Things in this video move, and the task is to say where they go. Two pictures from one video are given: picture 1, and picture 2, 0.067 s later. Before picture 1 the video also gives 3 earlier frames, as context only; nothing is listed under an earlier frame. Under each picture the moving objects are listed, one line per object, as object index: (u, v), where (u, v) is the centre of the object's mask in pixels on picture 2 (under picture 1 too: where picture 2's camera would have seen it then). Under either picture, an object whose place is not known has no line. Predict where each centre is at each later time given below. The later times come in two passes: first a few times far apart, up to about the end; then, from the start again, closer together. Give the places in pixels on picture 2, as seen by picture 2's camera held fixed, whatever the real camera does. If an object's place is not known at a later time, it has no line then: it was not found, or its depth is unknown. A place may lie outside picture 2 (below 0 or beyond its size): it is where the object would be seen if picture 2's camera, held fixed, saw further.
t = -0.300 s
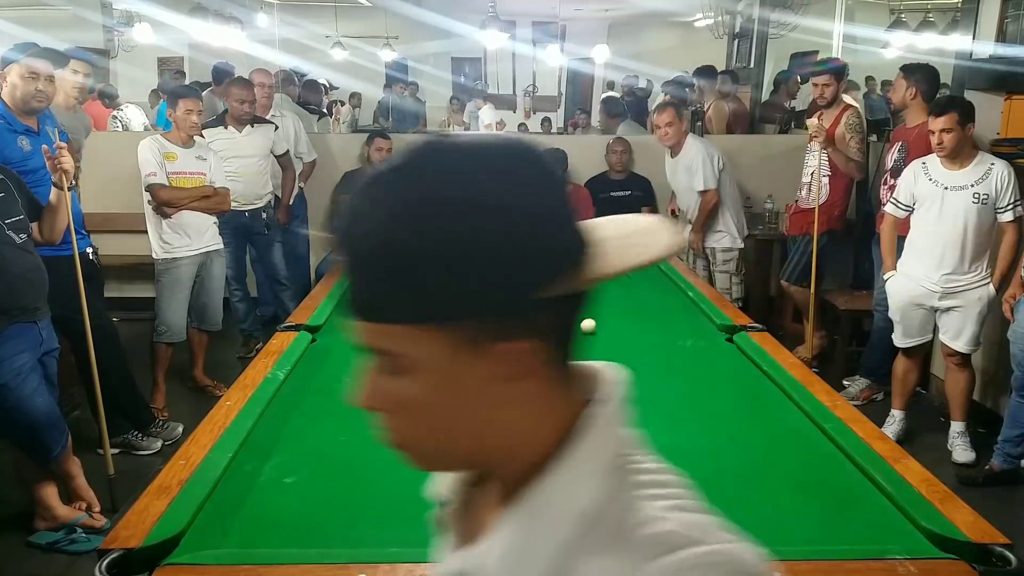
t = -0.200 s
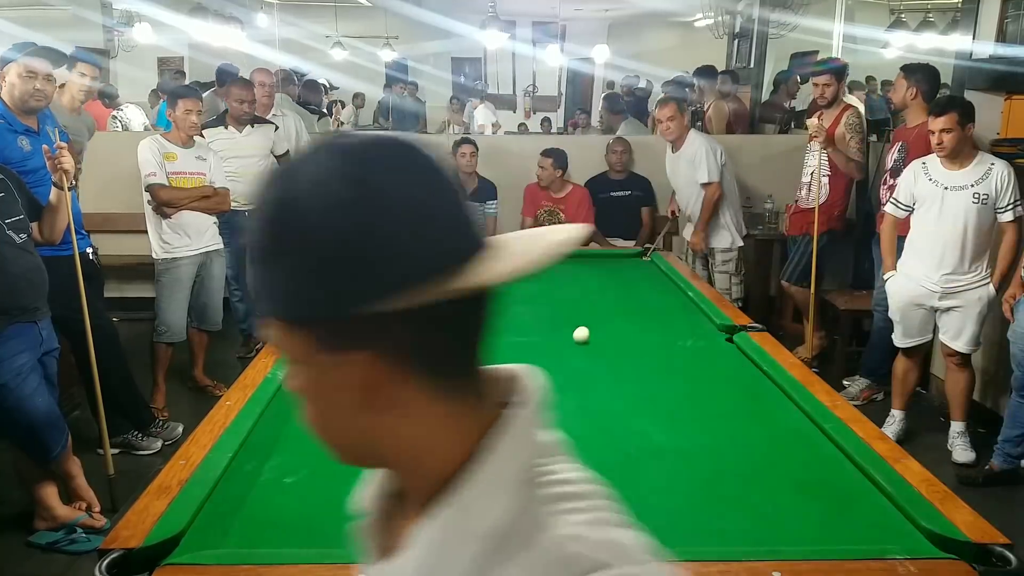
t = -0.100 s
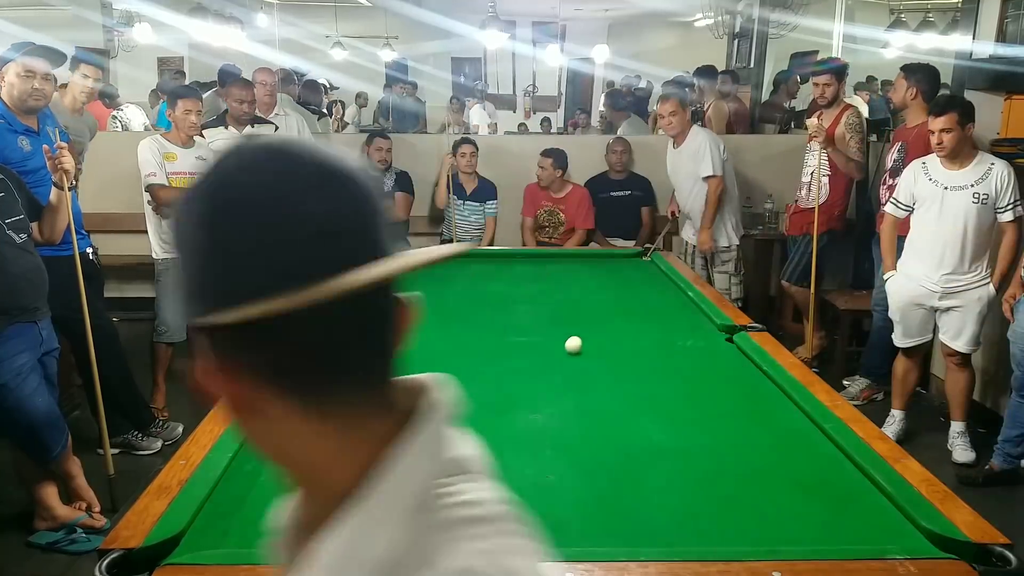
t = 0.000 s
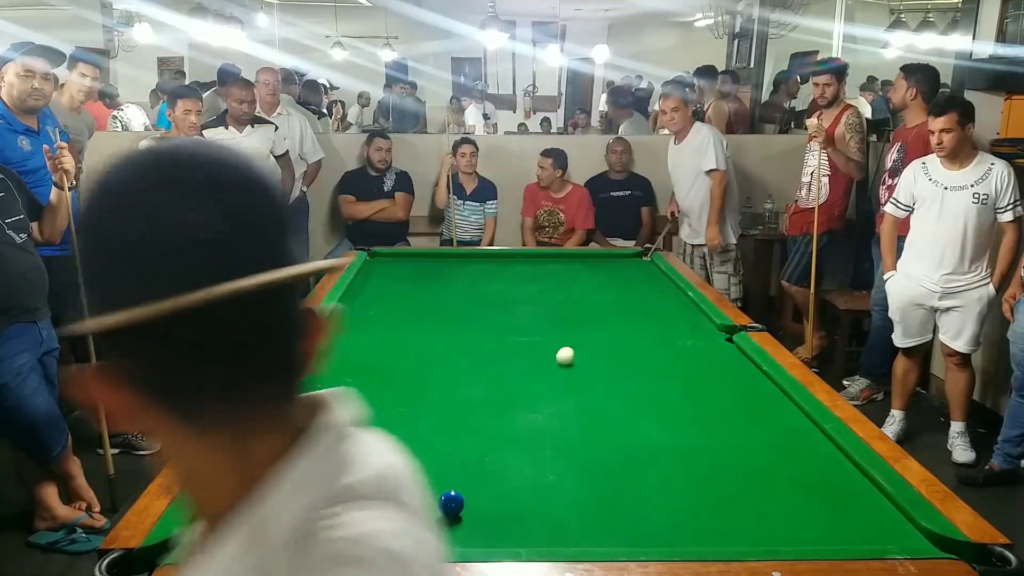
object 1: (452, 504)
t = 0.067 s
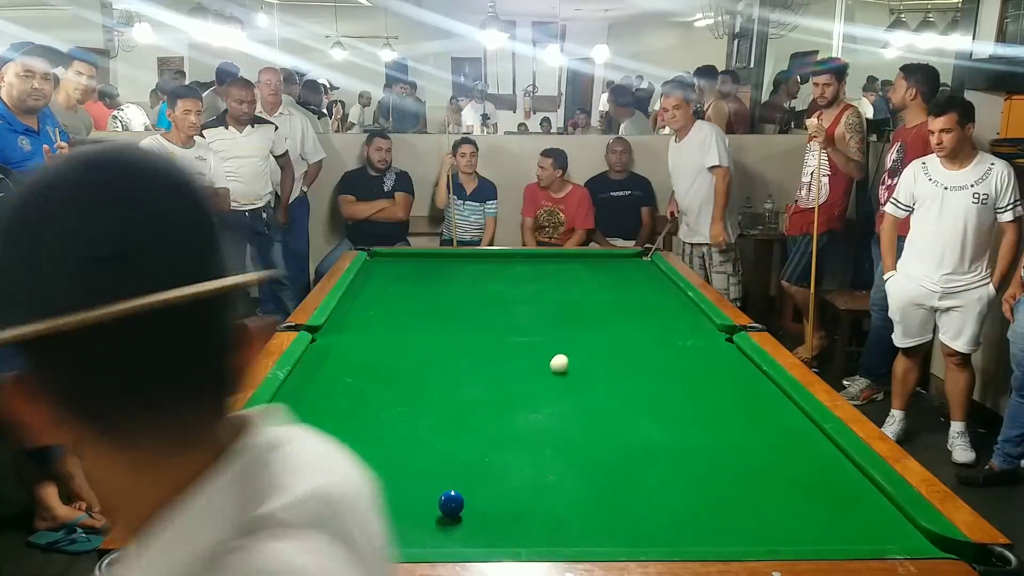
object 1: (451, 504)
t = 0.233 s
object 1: (451, 504)
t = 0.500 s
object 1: (452, 503)
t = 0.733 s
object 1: (451, 504)
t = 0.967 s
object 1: (418, 530)
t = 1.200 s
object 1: (384, 533)
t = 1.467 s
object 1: (366, 505)
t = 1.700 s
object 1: (353, 485)
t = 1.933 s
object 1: (342, 468)
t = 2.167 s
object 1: (333, 454)
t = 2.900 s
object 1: (312, 422)
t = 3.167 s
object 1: (309, 415)
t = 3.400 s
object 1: (306, 409)
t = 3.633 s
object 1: (305, 405)
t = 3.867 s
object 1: (304, 402)
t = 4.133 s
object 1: (303, 400)
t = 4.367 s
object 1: (303, 399)
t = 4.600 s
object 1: (302, 399)
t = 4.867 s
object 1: (302, 399)
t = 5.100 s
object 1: (302, 399)
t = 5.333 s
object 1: (302, 399)
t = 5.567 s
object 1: (302, 399)
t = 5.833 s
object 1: (302, 399)
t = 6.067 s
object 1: (302, 399)
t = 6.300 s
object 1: (302, 399)
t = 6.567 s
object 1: (302, 399)
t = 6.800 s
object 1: (302, 399)
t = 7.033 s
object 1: (302, 399)
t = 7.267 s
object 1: (302, 399)
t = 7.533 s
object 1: (302, 399)
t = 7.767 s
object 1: (302, 399)
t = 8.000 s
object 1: (302, 399)
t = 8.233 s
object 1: (302, 399)
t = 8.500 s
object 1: (302, 399)
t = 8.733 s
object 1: (302, 399)
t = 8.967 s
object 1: (302, 399)
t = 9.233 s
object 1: (302, 399)
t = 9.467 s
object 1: (302, 399)
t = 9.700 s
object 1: (302, 399)
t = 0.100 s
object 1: (451, 504)
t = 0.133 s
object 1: (451, 504)
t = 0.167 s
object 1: (451, 504)
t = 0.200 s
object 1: (451, 504)
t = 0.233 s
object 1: (451, 504)
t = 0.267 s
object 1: (451, 504)
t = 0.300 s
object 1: (451, 504)
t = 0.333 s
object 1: (451, 505)
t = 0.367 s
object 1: (451, 505)
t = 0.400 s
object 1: (451, 504)
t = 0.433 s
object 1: (451, 504)
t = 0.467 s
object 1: (452, 504)
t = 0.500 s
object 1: (452, 503)
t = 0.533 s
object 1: (452, 504)
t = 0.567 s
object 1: (452, 504)
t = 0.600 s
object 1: (451, 504)
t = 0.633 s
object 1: (451, 504)
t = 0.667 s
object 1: (451, 504)
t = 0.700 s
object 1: (451, 504)
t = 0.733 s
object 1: (451, 504)
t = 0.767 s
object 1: (452, 504)
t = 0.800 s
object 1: (451, 504)
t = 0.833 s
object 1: (449, 507)
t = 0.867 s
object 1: (440, 513)
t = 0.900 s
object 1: (432, 519)
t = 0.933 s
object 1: (424, 525)
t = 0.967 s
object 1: (418, 530)
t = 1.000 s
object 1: (411, 535)
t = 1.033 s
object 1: (404, 538)
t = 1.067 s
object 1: (397, 541)
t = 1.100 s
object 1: (392, 540)
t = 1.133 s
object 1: (389, 538)
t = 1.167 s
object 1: (387, 536)
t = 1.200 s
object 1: (384, 533)
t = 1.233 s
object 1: (382, 530)
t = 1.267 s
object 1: (379, 526)
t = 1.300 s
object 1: (377, 522)
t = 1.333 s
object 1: (375, 518)
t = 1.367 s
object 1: (373, 515)
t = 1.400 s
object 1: (371, 512)
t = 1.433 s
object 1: (369, 509)
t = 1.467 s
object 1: (366, 505)
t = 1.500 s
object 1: (364, 502)
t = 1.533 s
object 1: (362, 499)
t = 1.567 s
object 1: (360, 496)
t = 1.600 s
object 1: (359, 493)
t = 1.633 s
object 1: (357, 491)
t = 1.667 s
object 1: (355, 487)
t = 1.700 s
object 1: (353, 485)
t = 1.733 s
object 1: (352, 483)
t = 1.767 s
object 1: (350, 480)
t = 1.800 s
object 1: (348, 478)
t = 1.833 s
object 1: (346, 475)
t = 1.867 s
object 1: (345, 472)
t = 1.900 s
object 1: (343, 471)
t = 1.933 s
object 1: (342, 468)
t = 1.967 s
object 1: (340, 466)
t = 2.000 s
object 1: (339, 464)
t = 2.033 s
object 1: (337, 462)
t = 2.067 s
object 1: (336, 460)
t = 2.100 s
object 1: (335, 458)
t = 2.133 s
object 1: (333, 456)
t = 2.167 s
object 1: (333, 454)
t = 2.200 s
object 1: (332, 447)
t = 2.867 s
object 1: (306, 421)
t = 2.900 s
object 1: (312, 422)
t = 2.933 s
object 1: (313, 420)
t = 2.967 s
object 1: (312, 419)
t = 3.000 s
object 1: (312, 419)
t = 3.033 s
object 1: (311, 418)
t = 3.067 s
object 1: (310, 417)
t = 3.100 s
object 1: (310, 416)
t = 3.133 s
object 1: (309, 415)
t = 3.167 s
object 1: (309, 415)
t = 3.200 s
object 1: (309, 414)
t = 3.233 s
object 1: (308, 413)
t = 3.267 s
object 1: (308, 412)
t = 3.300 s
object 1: (307, 412)
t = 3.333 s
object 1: (307, 411)
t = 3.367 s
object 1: (307, 410)
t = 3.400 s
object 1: (306, 409)
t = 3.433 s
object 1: (306, 409)
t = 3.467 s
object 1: (306, 408)
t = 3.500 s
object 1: (306, 408)
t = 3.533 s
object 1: (305, 407)
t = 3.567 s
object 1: (305, 406)
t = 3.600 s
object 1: (305, 406)
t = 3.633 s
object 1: (305, 405)
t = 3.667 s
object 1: (305, 405)
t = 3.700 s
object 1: (304, 405)
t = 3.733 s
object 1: (304, 404)
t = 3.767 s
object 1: (304, 404)
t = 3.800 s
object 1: (304, 403)
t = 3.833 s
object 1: (304, 403)
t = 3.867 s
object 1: (304, 402)
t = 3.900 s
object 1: (304, 402)
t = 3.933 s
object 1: (304, 402)
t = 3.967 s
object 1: (303, 401)
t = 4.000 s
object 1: (303, 401)
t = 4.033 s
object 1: (303, 401)
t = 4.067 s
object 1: (303, 401)
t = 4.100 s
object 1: (303, 401)
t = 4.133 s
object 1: (303, 400)
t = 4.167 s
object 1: (303, 400)
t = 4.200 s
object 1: (303, 400)
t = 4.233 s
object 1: (303, 400)
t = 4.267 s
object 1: (303, 400)
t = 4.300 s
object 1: (303, 399)
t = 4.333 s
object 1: (303, 399)
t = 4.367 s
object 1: (303, 399)
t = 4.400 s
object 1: (302, 399)
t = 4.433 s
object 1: (302, 399)
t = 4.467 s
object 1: (302, 399)
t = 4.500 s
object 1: (302, 399)
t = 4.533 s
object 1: (302, 399)
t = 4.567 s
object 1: (302, 399)
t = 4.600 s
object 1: (302, 399)
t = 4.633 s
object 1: (302, 399)
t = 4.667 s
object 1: (302, 399)
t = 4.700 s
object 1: (302, 399)
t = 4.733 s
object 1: (302, 399)
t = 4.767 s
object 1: (302, 399)
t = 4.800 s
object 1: (302, 399)
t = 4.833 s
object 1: (302, 399)
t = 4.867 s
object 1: (302, 399)
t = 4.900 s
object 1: (302, 399)
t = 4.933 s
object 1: (302, 399)
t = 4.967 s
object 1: (302, 399)
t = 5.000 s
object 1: (302, 399)
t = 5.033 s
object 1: (302, 399)
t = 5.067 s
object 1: (302, 399)
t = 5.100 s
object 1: (302, 399)
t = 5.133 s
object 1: (302, 399)
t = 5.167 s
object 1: (302, 399)
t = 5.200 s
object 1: (302, 399)
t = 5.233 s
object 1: (302, 399)
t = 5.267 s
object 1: (302, 399)
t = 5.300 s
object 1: (302, 399)
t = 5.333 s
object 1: (302, 399)
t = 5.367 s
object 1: (302, 399)
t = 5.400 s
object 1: (302, 399)
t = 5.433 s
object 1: (302, 399)
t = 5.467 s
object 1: (302, 399)
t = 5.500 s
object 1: (302, 399)
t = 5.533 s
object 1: (302, 399)
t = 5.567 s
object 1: (302, 399)
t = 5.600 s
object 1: (302, 399)
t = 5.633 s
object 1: (302, 399)
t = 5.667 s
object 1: (302, 399)
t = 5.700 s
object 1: (302, 399)
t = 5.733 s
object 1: (302, 399)
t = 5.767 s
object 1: (302, 399)
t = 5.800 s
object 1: (302, 399)
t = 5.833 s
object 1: (302, 399)
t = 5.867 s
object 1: (302, 399)
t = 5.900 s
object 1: (302, 399)
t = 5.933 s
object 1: (302, 399)
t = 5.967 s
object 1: (302, 399)
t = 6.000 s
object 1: (302, 399)
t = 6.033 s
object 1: (302, 399)
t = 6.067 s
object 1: (302, 399)
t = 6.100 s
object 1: (302, 399)
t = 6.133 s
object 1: (302, 399)
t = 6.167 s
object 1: (302, 399)
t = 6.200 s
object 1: (302, 399)
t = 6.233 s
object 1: (302, 399)
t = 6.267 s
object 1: (302, 399)
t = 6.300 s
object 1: (302, 399)
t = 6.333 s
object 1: (302, 399)
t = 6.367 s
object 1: (302, 399)
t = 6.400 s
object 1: (302, 399)
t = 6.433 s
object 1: (302, 399)
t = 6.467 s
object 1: (302, 399)
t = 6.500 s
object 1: (302, 399)
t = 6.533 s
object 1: (302, 399)
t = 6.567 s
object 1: (302, 399)
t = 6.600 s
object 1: (302, 399)
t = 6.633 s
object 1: (302, 399)
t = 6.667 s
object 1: (302, 399)
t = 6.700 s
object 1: (302, 399)
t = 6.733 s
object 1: (302, 399)
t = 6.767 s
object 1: (302, 399)
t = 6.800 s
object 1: (302, 399)
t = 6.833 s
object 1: (302, 399)
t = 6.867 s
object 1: (302, 399)
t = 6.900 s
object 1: (302, 399)
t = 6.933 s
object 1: (302, 399)
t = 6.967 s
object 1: (302, 399)
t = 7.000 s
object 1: (302, 399)
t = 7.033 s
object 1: (302, 399)
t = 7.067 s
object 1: (302, 399)
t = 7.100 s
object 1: (302, 399)
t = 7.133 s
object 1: (302, 399)
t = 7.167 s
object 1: (302, 399)
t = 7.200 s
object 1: (302, 399)
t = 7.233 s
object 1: (302, 399)
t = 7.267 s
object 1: (302, 399)
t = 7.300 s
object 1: (302, 399)
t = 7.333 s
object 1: (302, 399)
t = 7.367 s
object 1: (302, 399)
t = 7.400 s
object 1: (302, 399)
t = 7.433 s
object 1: (302, 399)
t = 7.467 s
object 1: (302, 399)
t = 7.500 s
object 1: (302, 399)
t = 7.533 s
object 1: (302, 399)
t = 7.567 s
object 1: (302, 399)
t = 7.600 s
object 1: (302, 399)
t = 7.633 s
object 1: (302, 399)
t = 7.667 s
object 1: (302, 399)
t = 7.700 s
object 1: (302, 399)
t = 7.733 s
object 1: (302, 399)
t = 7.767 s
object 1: (302, 399)
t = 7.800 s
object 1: (302, 399)
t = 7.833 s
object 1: (302, 399)
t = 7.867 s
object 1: (302, 399)
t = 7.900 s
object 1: (302, 399)
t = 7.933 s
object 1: (302, 399)
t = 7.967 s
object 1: (302, 399)
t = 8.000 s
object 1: (302, 399)
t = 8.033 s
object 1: (302, 399)
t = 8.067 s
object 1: (302, 399)
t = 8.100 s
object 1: (302, 399)
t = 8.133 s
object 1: (302, 399)
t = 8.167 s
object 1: (302, 399)
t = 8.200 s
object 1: (302, 399)
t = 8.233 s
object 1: (302, 399)
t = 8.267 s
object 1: (302, 399)
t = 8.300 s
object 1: (302, 399)
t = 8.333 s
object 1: (302, 399)
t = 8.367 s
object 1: (302, 399)
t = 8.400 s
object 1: (302, 399)
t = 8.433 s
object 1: (302, 399)
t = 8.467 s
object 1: (302, 399)
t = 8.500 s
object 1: (302, 399)
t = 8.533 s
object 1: (302, 399)
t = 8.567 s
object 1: (302, 399)
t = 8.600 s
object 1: (302, 399)
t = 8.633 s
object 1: (302, 399)
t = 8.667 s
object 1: (302, 399)
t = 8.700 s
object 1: (302, 399)
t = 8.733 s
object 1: (302, 399)
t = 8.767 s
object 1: (302, 399)
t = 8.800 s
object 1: (302, 399)
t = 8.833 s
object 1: (302, 399)
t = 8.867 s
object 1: (302, 399)
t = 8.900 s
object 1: (302, 399)
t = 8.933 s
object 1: (302, 399)
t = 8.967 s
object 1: (302, 399)
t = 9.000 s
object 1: (302, 399)
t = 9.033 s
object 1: (302, 399)
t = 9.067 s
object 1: (302, 399)
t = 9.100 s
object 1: (302, 399)
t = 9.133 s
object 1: (302, 399)
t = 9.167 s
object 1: (302, 399)
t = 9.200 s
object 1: (302, 399)
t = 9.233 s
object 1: (302, 399)
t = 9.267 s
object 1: (302, 399)
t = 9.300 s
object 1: (302, 399)
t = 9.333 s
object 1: (302, 399)
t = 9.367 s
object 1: (302, 399)
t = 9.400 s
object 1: (302, 399)
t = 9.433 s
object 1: (302, 399)
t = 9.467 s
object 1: (302, 399)
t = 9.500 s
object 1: (302, 399)
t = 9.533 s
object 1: (302, 399)
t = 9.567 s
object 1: (302, 399)
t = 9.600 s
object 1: (302, 399)
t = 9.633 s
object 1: (302, 399)
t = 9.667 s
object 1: (302, 399)
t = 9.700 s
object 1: (302, 399)
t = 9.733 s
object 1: (302, 399)
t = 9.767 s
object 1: (302, 399)
